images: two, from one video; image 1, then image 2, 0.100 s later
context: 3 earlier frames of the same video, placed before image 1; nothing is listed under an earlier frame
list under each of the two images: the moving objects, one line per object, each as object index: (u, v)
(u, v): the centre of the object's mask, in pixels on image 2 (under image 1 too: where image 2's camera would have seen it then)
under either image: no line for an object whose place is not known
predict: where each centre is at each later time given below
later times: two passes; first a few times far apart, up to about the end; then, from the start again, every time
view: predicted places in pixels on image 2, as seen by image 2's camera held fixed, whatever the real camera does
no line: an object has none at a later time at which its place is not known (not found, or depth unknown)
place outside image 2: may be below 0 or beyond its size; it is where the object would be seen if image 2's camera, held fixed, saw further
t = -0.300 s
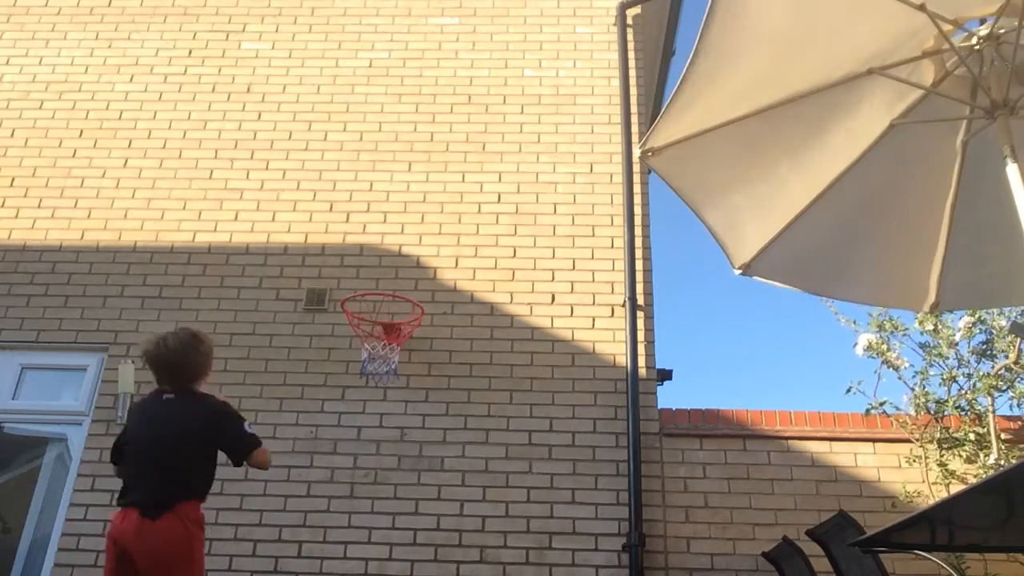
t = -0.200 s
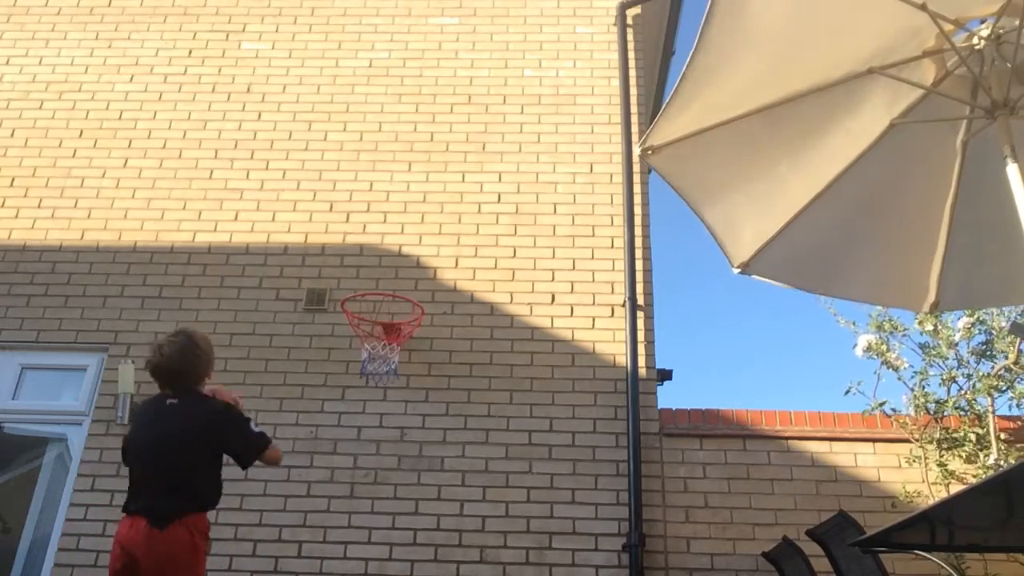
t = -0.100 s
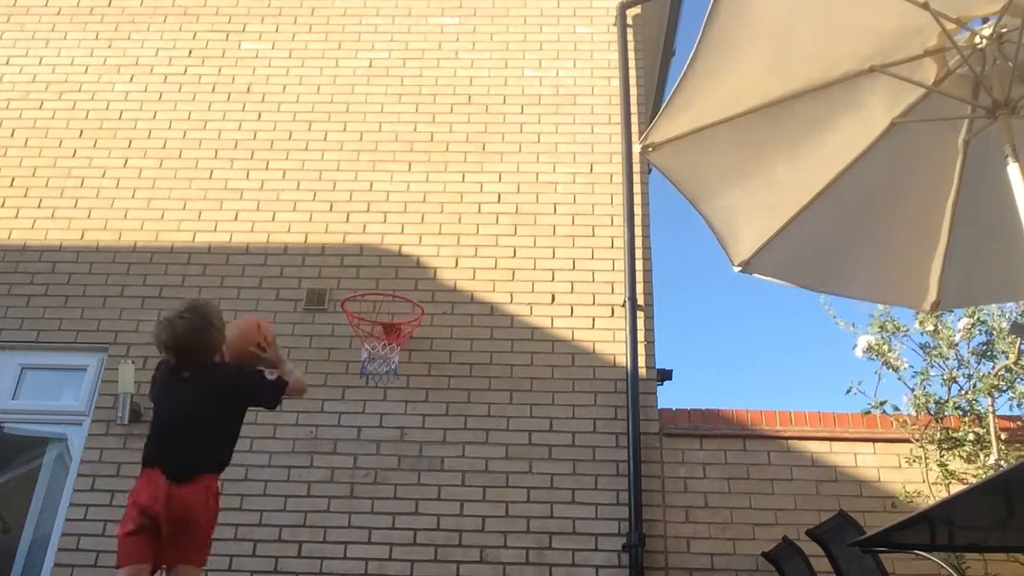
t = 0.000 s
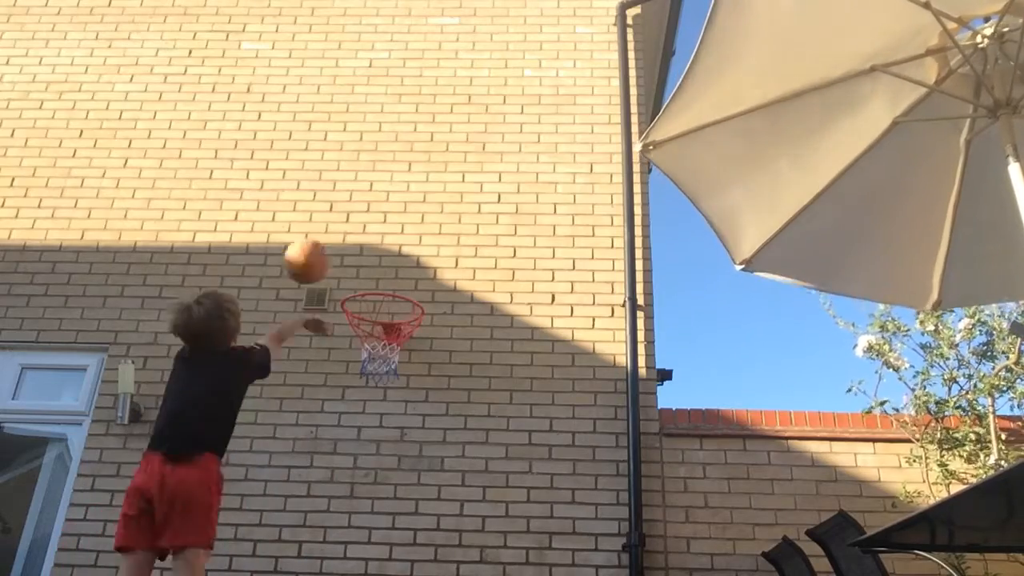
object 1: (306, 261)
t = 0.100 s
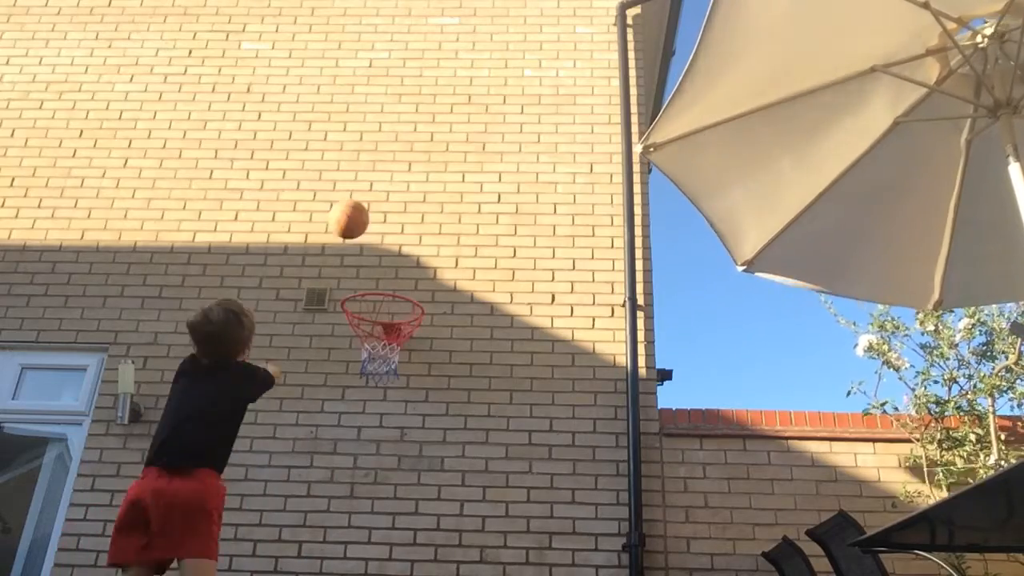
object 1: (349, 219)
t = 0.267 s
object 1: (396, 202)
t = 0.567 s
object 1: (439, 252)
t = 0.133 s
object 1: (360, 212)
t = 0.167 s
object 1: (373, 207)
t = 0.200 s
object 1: (380, 203)
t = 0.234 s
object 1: (389, 202)
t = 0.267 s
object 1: (396, 202)
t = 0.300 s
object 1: (404, 204)
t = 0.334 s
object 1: (411, 209)
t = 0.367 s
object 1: (418, 214)
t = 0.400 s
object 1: (424, 221)
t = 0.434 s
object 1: (429, 230)
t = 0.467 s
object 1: (434, 239)
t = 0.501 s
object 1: (439, 250)
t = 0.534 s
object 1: (440, 252)
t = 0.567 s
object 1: (439, 252)
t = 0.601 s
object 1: (438, 253)
